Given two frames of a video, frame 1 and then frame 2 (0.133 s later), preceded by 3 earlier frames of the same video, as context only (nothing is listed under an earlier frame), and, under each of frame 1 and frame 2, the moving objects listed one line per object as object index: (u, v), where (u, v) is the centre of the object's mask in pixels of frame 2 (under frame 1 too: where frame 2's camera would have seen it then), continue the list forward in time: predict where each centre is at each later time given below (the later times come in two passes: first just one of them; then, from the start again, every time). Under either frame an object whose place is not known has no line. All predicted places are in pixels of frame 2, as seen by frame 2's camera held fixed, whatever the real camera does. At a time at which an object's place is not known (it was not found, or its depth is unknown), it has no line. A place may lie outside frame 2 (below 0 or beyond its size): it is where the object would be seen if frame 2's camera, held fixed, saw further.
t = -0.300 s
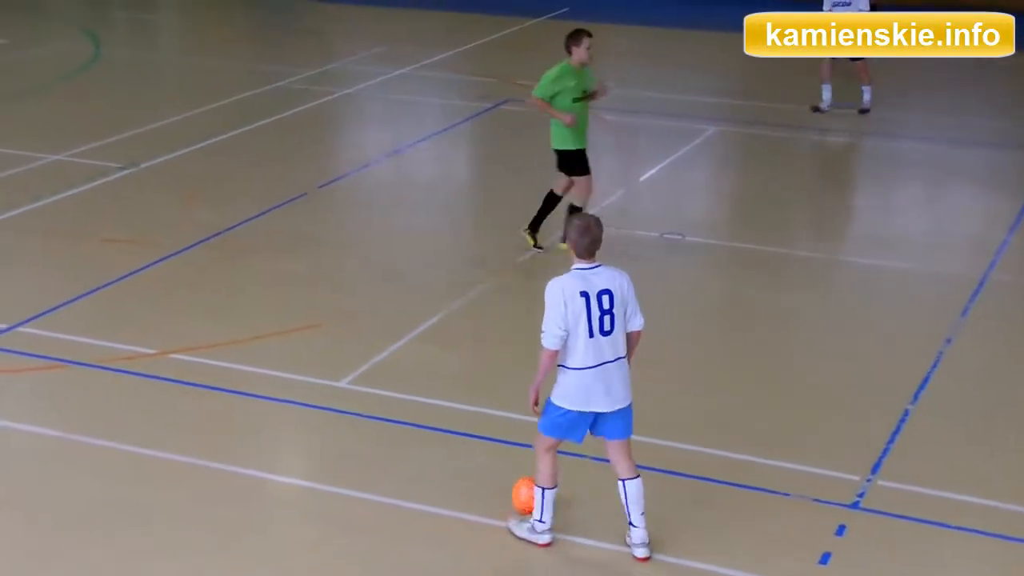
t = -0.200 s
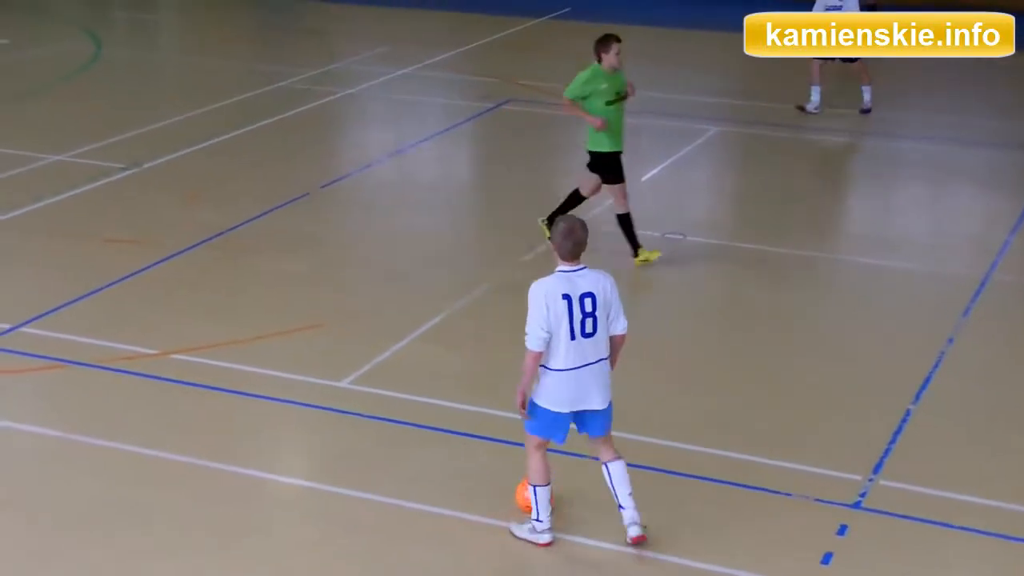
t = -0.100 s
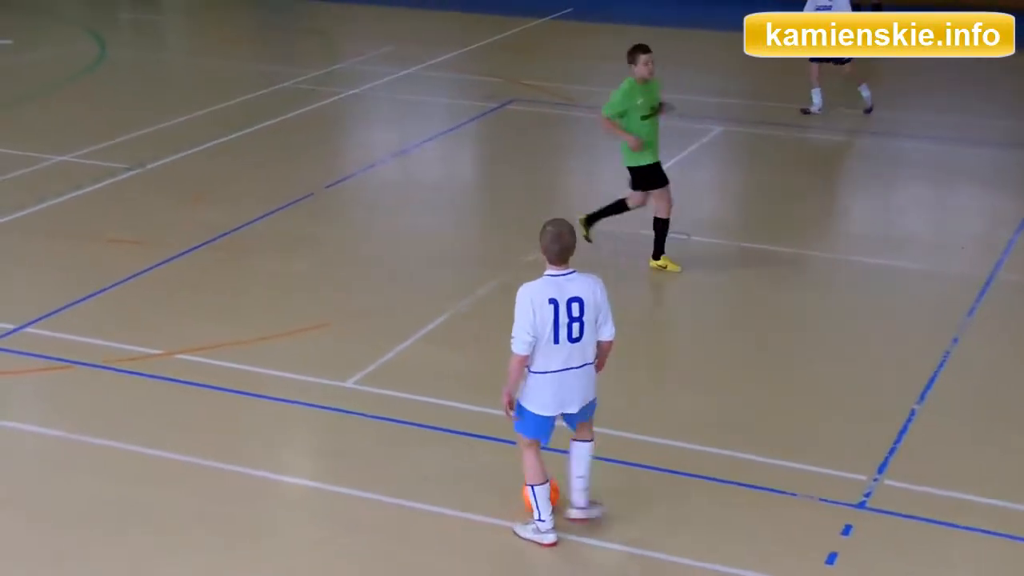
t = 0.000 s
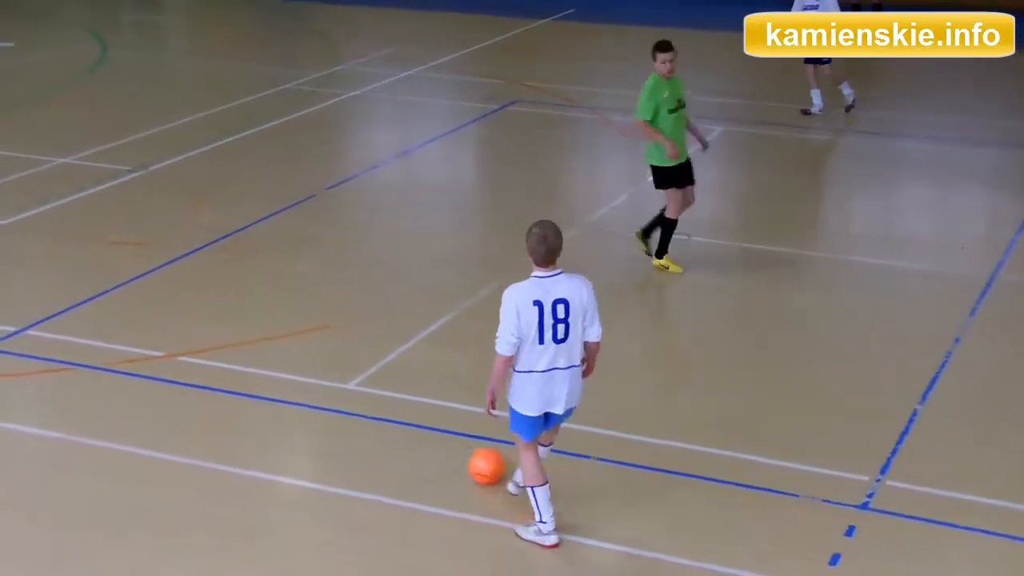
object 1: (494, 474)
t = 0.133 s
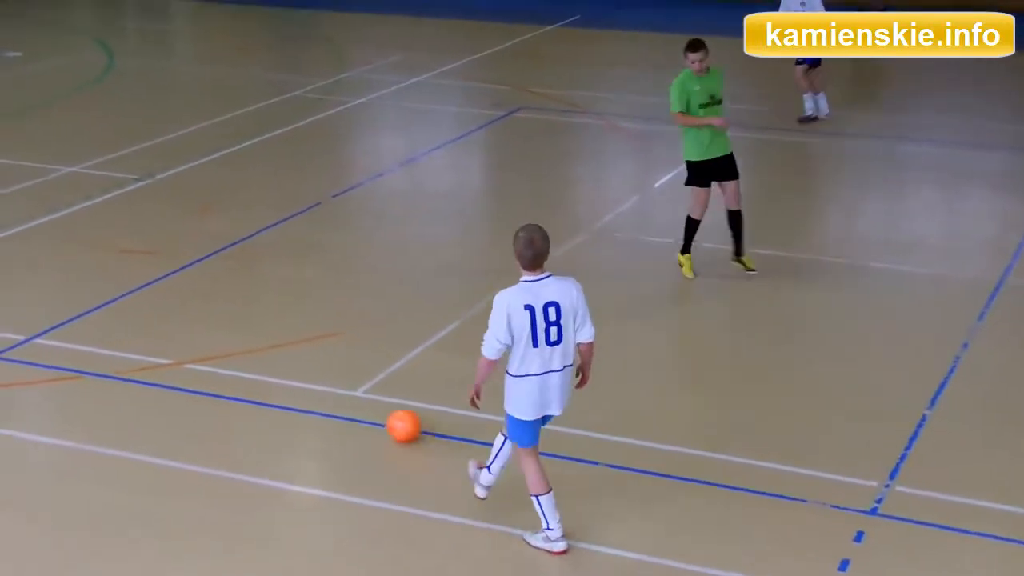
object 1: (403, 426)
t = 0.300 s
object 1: (312, 379)
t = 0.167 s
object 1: (384, 415)
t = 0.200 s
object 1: (366, 405)
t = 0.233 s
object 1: (347, 396)
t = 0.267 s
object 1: (330, 387)
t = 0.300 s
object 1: (312, 379)
